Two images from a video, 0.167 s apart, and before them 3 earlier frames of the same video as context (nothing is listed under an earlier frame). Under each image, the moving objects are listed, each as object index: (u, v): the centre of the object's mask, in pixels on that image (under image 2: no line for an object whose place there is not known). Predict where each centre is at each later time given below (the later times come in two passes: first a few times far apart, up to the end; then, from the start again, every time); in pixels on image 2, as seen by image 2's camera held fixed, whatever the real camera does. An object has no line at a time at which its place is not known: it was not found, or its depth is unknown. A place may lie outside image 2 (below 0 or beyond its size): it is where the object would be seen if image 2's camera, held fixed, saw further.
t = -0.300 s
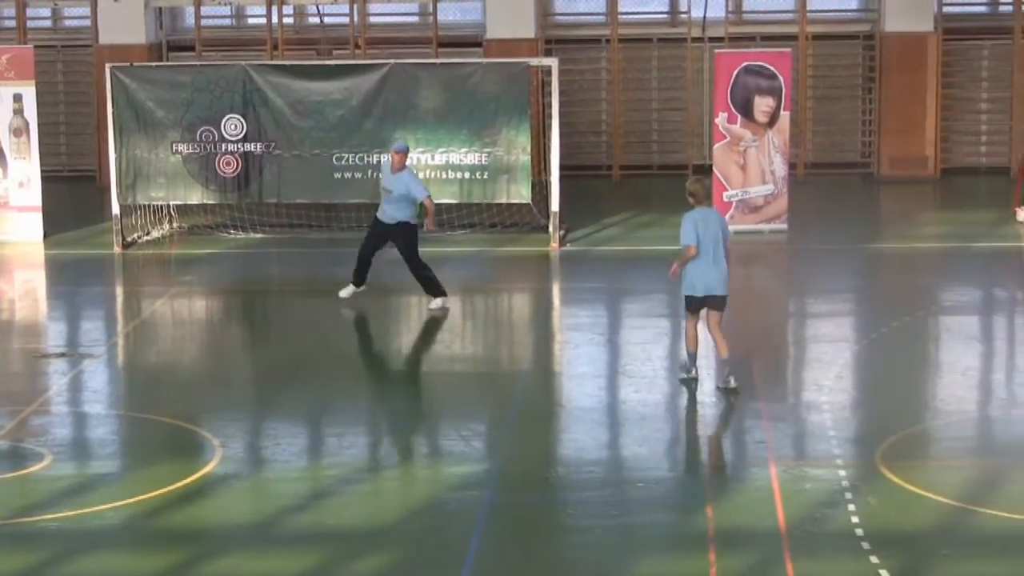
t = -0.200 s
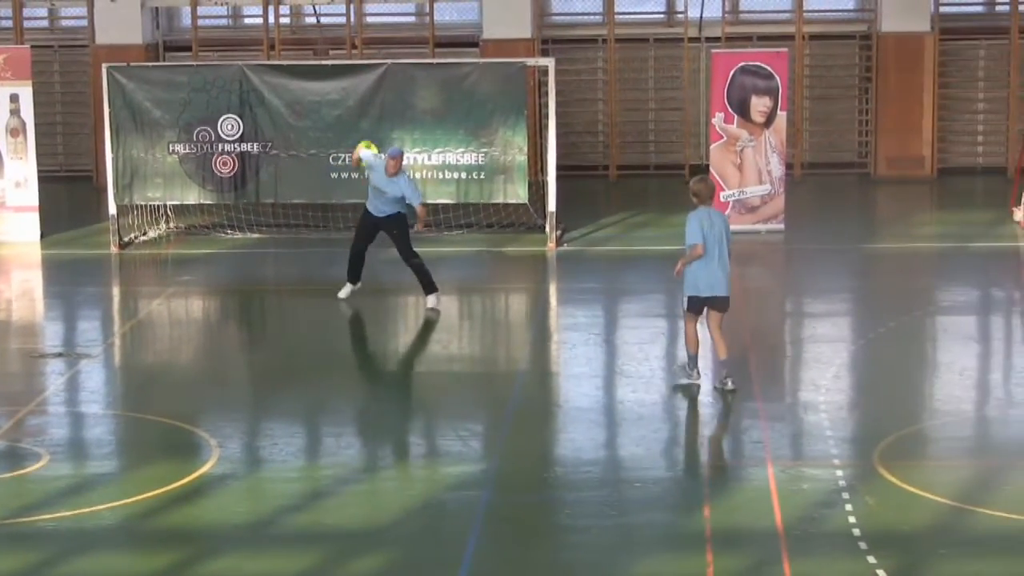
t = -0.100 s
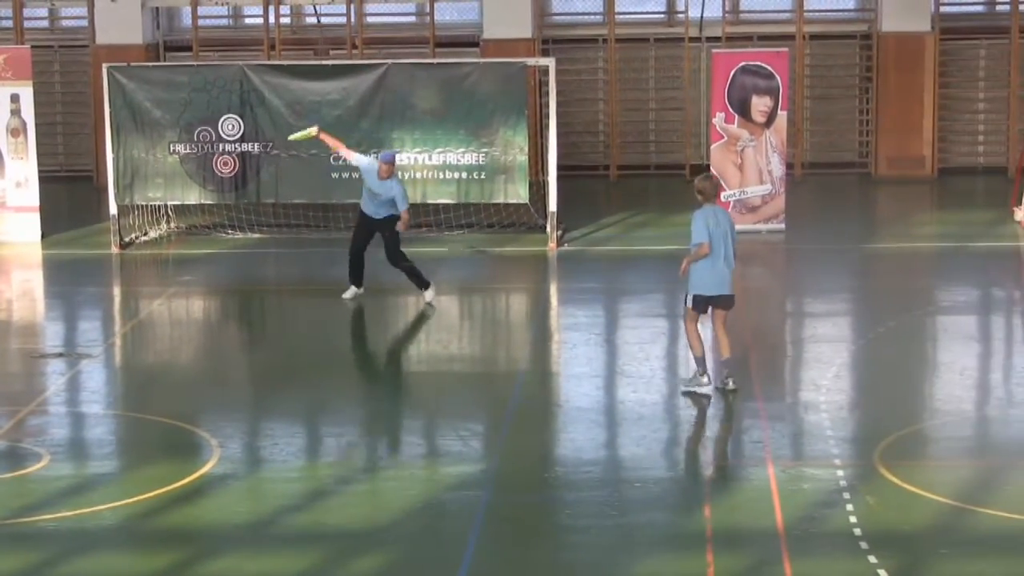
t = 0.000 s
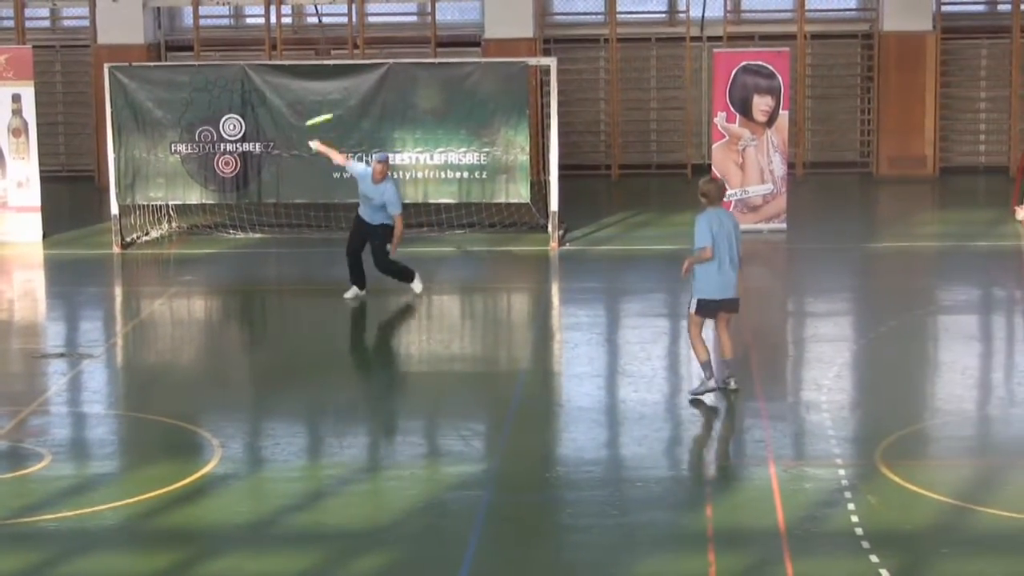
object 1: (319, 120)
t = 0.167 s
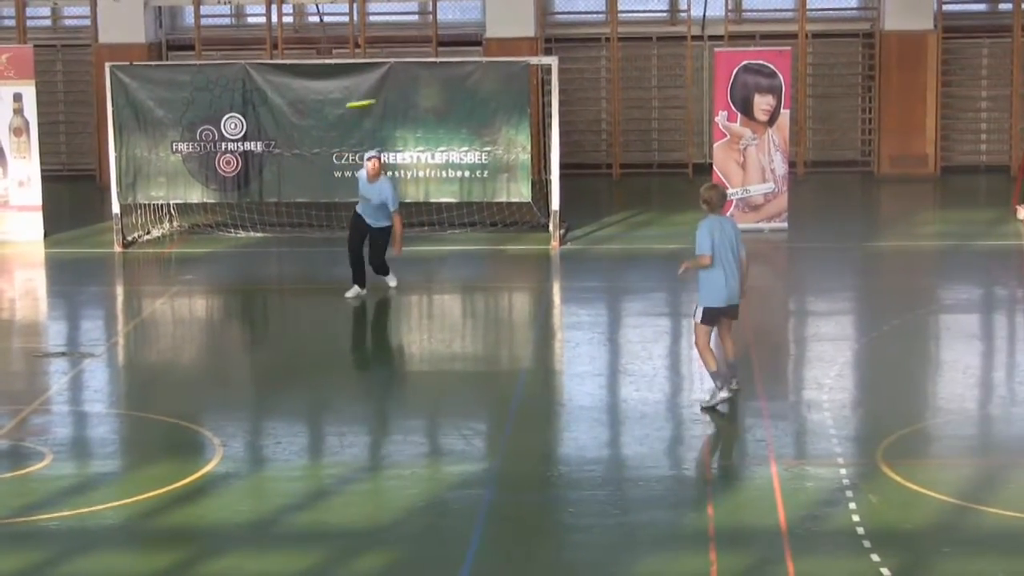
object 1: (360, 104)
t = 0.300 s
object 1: (393, 102)
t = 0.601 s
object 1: (468, 124)
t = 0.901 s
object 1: (539, 177)
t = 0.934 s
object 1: (547, 185)
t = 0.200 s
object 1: (366, 102)
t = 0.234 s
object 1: (377, 101)
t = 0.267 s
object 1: (385, 101)
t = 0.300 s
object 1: (393, 102)
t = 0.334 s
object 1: (402, 103)
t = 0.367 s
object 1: (411, 104)
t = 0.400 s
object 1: (419, 105)
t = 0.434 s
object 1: (427, 107)
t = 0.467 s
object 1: (435, 110)
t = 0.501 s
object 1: (443, 113)
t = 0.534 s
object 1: (451, 116)
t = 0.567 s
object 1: (459, 120)
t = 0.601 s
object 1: (468, 124)
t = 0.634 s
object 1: (475, 129)
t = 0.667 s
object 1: (483, 133)
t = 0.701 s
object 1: (493, 138)
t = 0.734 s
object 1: (500, 144)
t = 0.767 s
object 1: (507, 150)
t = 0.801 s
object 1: (513, 157)
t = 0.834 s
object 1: (525, 163)
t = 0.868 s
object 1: (531, 170)
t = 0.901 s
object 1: (539, 177)
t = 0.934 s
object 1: (547, 185)
